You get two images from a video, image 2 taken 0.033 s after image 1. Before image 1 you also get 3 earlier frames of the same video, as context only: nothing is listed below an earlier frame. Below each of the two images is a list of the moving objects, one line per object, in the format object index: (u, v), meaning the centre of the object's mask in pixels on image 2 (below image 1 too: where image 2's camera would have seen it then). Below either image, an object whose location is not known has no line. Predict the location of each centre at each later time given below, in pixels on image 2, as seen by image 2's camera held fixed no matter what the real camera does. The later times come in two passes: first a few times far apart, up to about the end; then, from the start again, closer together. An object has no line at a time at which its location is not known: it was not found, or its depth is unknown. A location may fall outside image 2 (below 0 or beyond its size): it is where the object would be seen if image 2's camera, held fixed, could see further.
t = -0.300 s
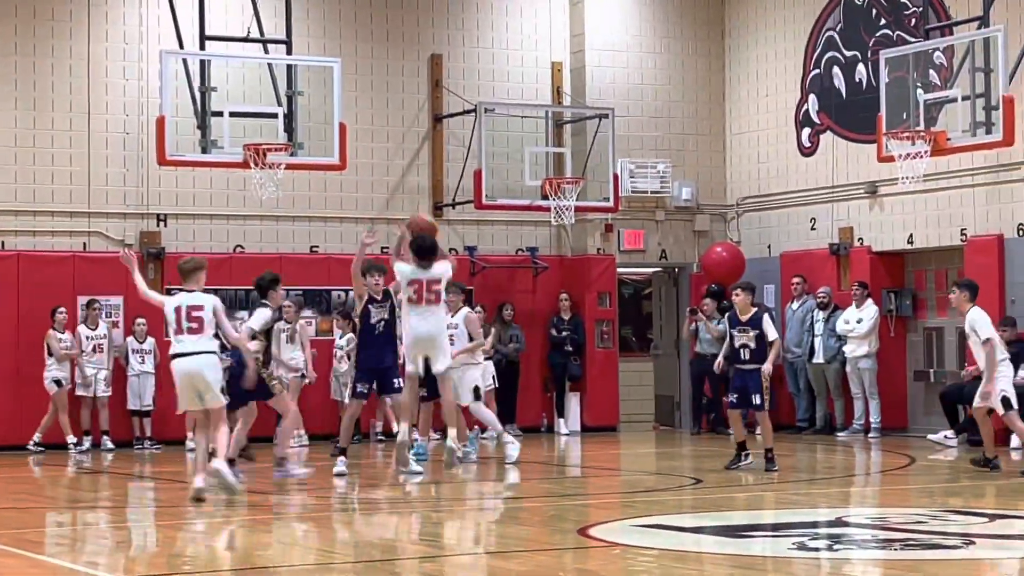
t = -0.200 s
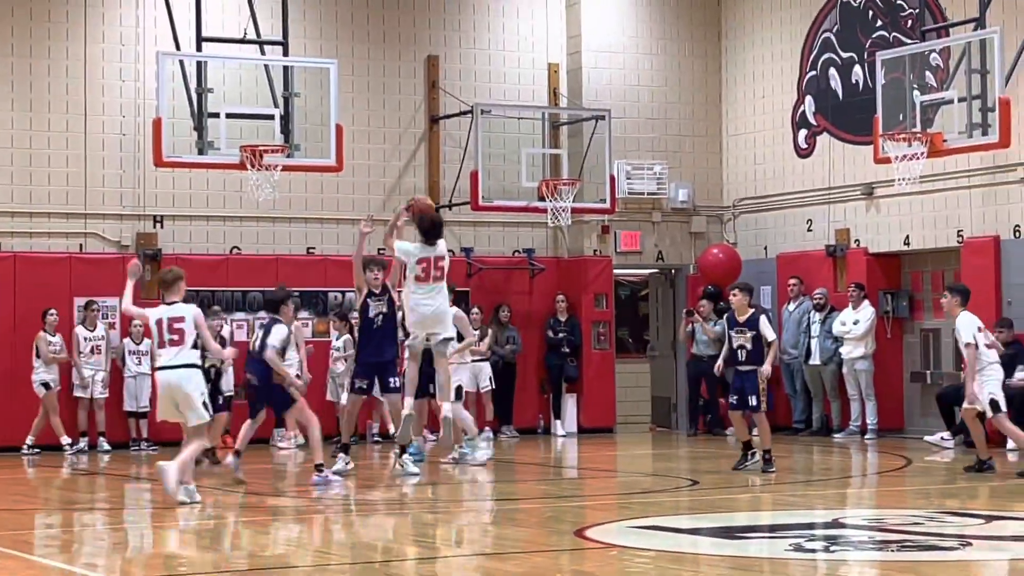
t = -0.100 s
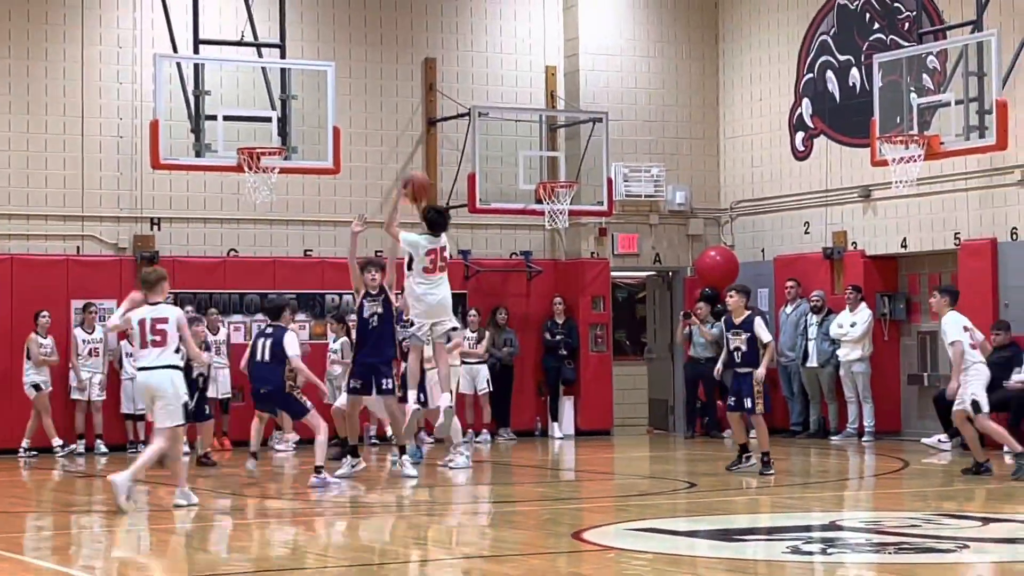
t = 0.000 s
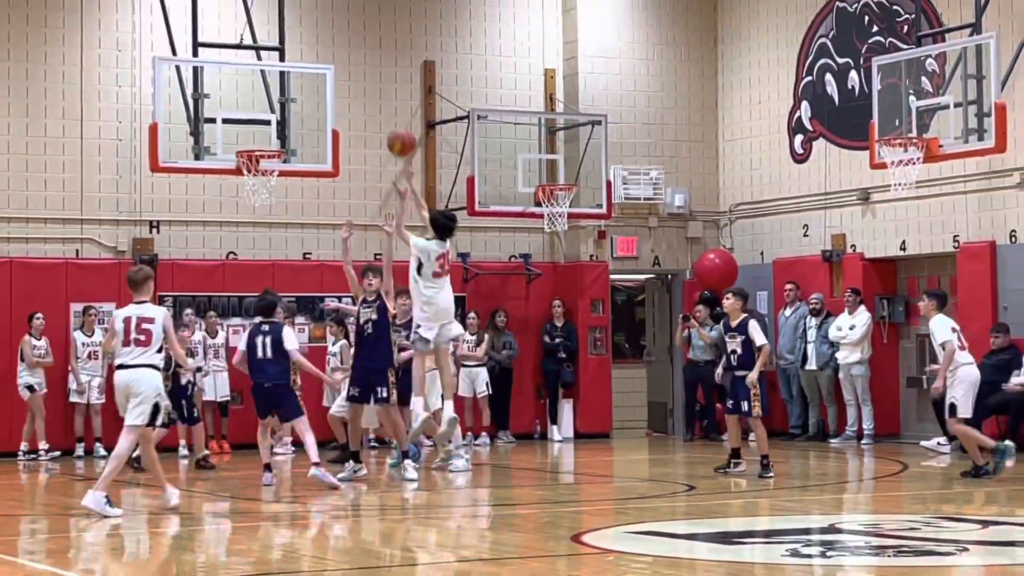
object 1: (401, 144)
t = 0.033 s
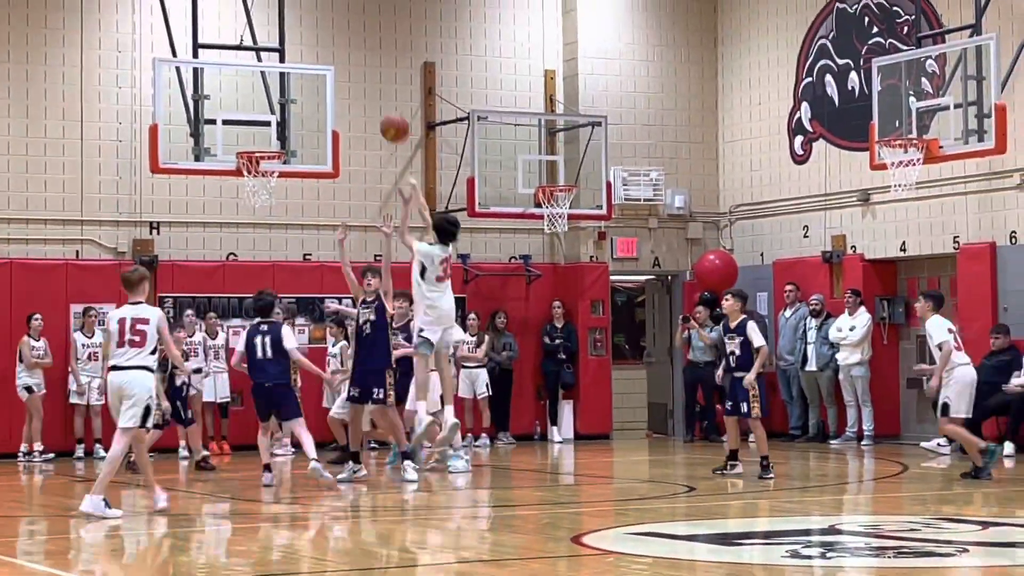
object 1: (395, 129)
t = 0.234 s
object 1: (355, 64)
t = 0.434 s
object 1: (320, 48)
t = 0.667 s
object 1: (283, 84)
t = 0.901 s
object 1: (253, 164)
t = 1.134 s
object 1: (251, 227)
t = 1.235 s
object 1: (253, 265)
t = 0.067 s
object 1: (388, 114)
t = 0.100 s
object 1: (381, 101)
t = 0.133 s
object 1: (374, 89)
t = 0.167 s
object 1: (368, 79)
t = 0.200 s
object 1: (361, 71)
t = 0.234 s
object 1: (355, 64)
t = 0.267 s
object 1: (349, 58)
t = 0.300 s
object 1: (342, 54)
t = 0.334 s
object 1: (337, 50)
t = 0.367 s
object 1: (331, 48)
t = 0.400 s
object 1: (325, 48)
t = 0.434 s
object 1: (320, 48)
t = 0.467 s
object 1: (314, 50)
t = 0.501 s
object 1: (308, 52)
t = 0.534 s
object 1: (303, 56)
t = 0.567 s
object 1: (298, 62)
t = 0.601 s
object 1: (293, 68)
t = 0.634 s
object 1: (288, 75)
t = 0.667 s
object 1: (283, 84)
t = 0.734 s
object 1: (272, 103)
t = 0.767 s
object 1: (267, 114)
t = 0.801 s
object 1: (263, 126)
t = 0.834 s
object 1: (258, 139)
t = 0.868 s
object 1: (254, 151)
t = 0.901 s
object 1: (253, 164)
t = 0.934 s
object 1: (250, 162)
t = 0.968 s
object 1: (250, 190)
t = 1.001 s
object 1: (248, 190)
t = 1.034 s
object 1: (248, 197)
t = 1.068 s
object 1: (249, 206)
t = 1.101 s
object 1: (250, 215)
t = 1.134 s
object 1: (251, 227)
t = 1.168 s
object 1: (251, 238)
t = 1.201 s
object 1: (252, 250)
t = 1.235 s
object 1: (253, 265)
